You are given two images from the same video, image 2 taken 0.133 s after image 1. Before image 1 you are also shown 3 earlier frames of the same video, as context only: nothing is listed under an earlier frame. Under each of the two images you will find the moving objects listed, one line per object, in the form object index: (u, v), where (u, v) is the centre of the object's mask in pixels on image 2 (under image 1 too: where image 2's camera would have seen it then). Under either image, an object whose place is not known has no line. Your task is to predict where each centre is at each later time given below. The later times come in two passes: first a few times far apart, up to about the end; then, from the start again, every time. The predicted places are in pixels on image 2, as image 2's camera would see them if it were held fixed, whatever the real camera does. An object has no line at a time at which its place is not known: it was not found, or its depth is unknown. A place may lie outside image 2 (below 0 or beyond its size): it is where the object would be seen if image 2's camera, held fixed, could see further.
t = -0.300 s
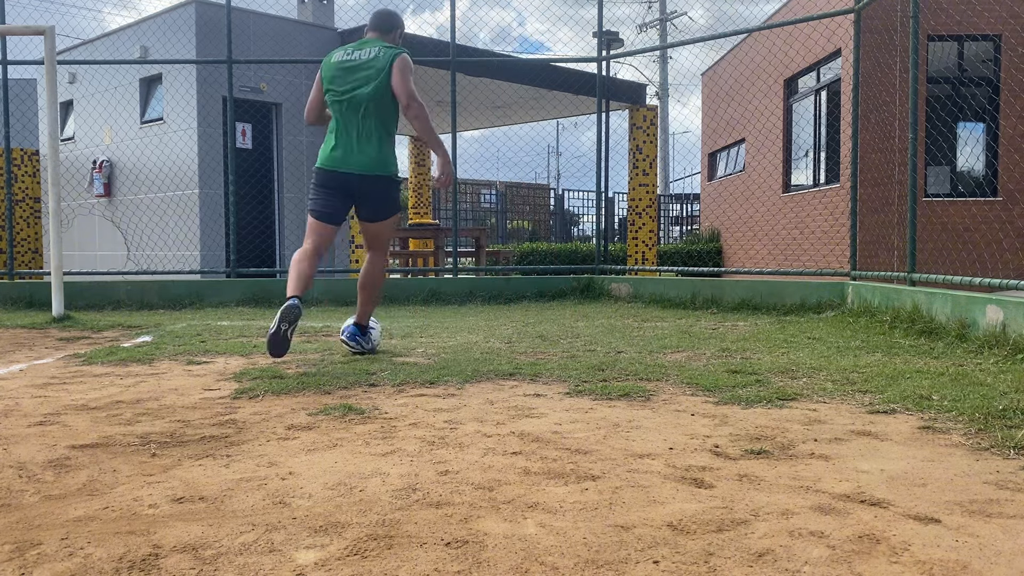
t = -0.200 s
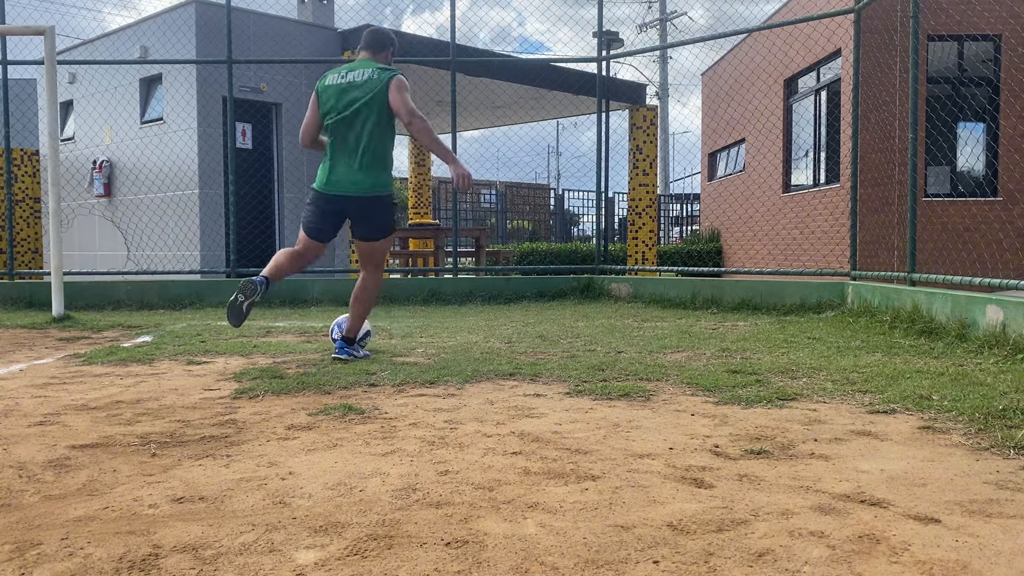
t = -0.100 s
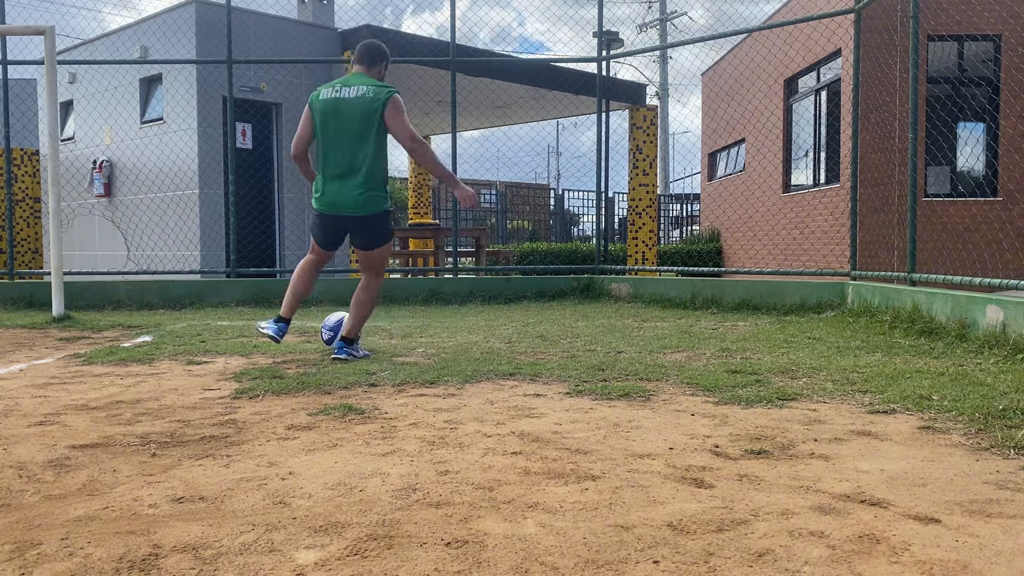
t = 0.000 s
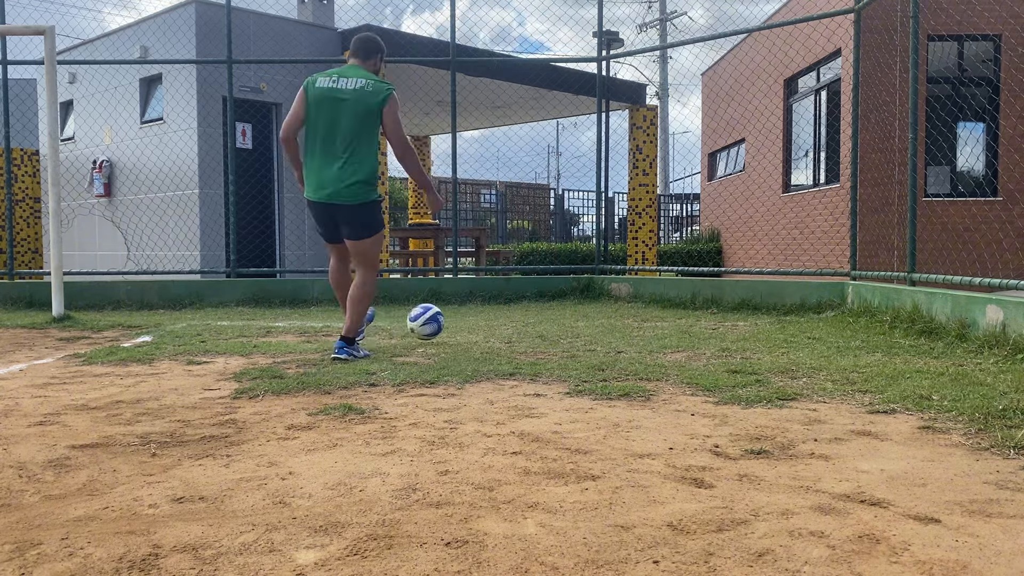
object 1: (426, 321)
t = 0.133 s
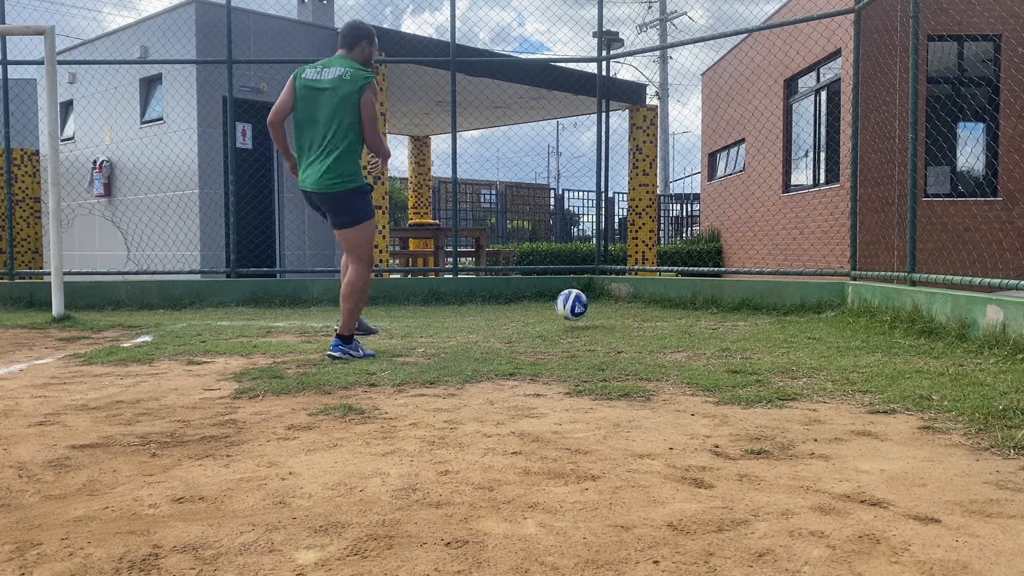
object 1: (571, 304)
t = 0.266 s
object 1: (670, 286)
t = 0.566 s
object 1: (620, 294)
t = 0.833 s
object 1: (473, 317)
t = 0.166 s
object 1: (598, 298)
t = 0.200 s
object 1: (623, 292)
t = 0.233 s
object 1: (647, 289)
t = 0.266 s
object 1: (670, 286)
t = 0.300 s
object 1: (692, 286)
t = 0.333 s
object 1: (713, 288)
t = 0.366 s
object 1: (722, 289)
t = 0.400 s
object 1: (707, 286)
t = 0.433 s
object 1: (691, 285)
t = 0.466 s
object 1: (674, 285)
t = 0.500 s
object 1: (657, 287)
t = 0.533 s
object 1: (639, 289)
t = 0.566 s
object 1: (620, 294)
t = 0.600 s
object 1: (600, 301)
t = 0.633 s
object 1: (580, 310)
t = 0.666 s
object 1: (559, 318)
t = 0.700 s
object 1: (543, 316)
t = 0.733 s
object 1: (526, 313)
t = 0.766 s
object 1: (509, 312)
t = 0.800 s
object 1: (492, 313)
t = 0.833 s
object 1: (473, 317)
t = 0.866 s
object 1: (454, 322)
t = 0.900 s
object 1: (433, 331)
